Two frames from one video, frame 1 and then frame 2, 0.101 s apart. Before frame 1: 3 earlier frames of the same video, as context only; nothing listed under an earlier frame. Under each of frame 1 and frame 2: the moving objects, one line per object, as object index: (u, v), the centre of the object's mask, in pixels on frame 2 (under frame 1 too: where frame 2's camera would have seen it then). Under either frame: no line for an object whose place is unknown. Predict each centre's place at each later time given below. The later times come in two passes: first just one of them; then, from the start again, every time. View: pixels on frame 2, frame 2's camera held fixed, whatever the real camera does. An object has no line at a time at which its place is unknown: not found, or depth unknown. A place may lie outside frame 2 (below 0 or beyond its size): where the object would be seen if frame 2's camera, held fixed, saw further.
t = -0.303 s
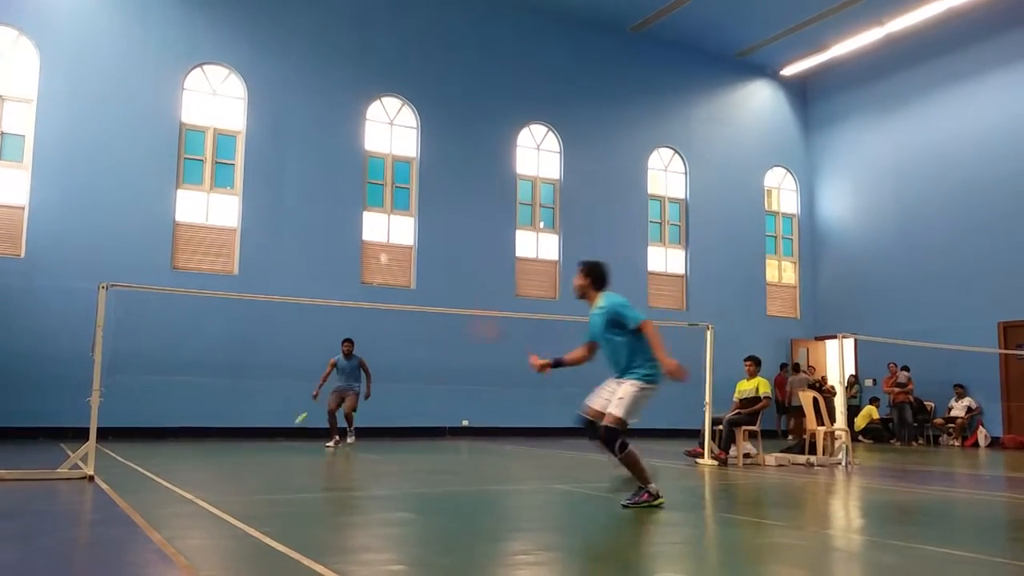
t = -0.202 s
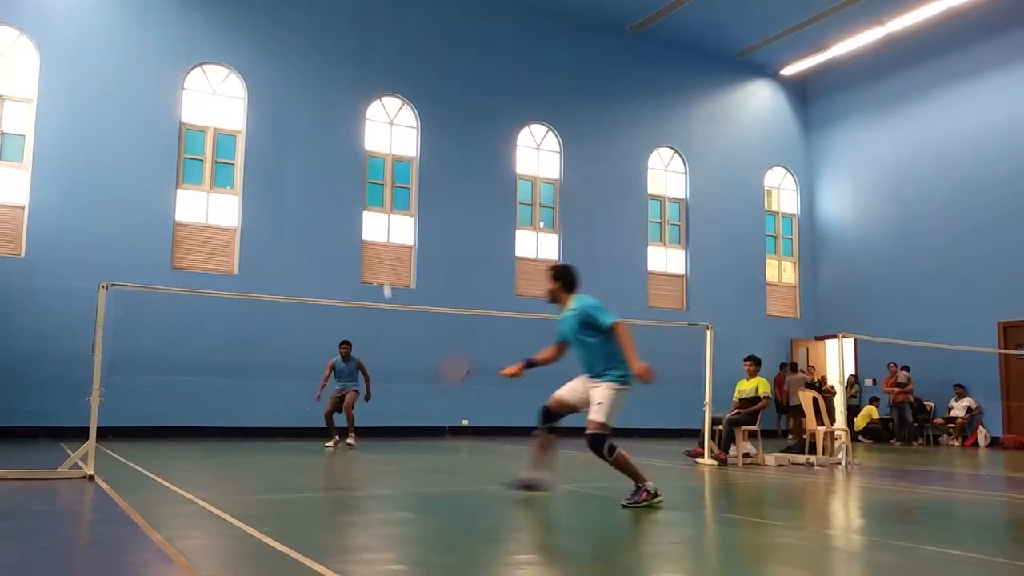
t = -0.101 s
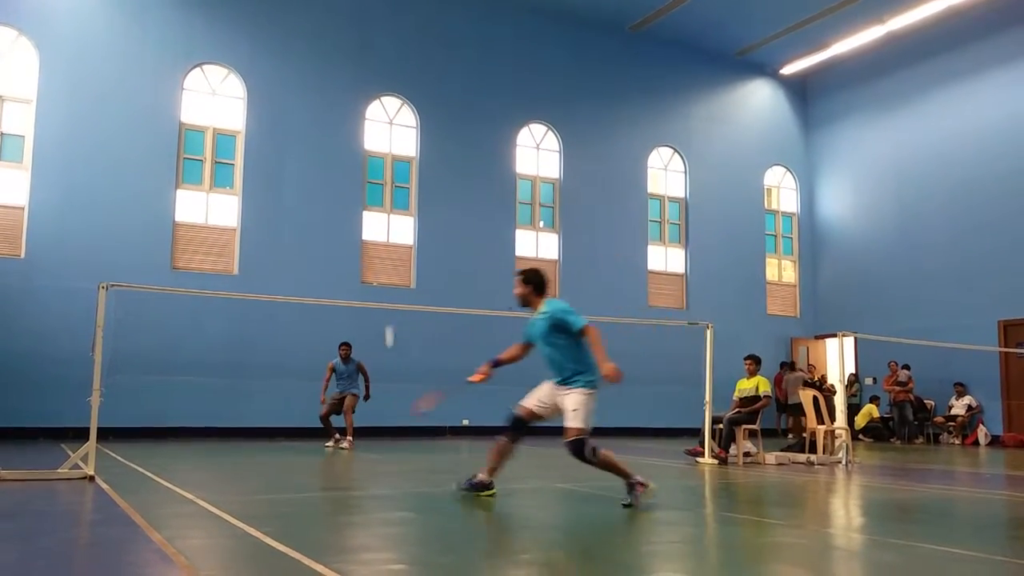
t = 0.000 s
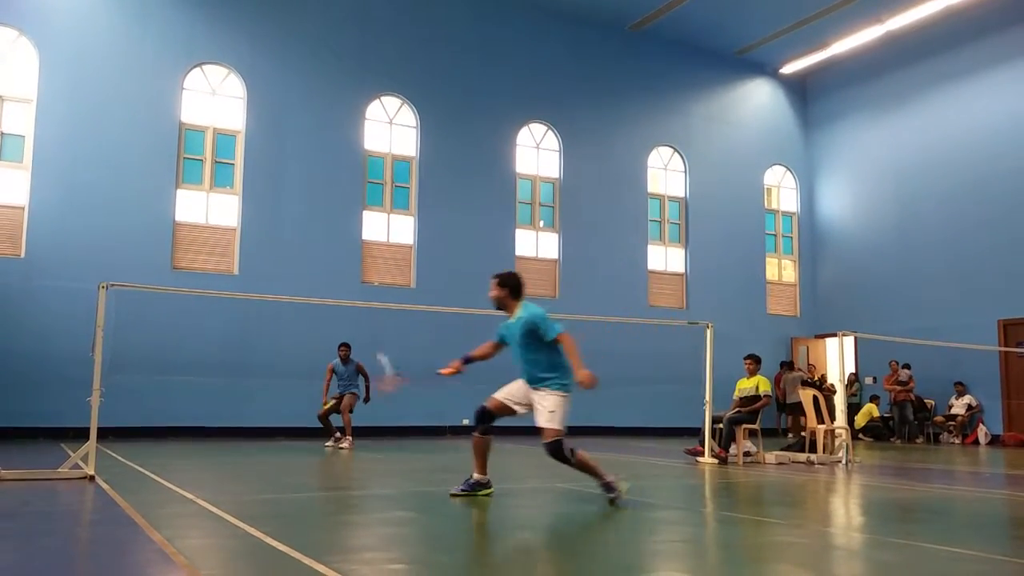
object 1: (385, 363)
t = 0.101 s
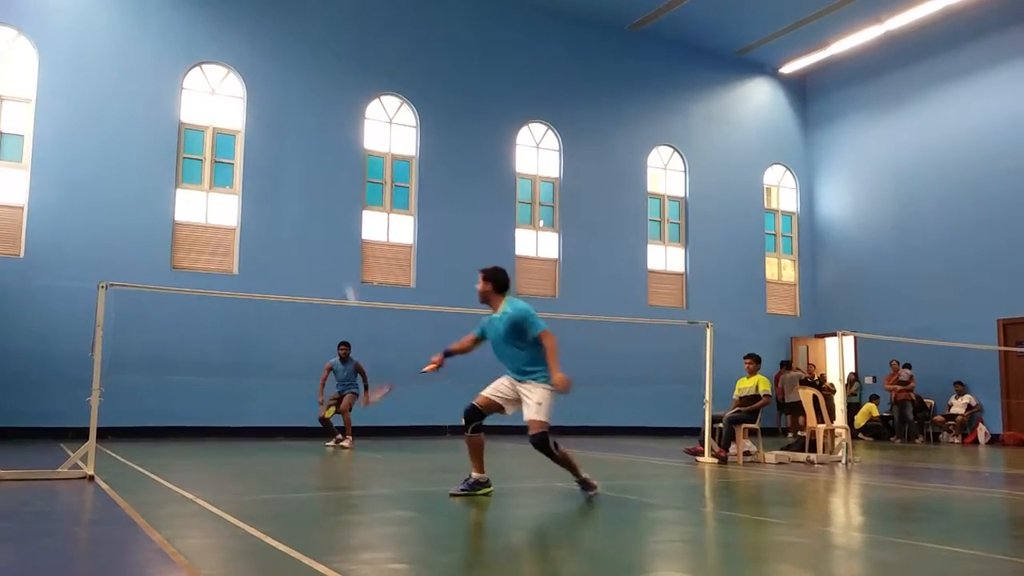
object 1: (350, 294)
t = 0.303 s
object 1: (316, 227)
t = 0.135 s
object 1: (345, 278)
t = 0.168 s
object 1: (340, 262)
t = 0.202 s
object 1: (334, 247)
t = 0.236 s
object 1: (327, 237)
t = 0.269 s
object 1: (322, 232)
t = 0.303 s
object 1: (316, 227)
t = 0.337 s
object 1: (310, 224)
